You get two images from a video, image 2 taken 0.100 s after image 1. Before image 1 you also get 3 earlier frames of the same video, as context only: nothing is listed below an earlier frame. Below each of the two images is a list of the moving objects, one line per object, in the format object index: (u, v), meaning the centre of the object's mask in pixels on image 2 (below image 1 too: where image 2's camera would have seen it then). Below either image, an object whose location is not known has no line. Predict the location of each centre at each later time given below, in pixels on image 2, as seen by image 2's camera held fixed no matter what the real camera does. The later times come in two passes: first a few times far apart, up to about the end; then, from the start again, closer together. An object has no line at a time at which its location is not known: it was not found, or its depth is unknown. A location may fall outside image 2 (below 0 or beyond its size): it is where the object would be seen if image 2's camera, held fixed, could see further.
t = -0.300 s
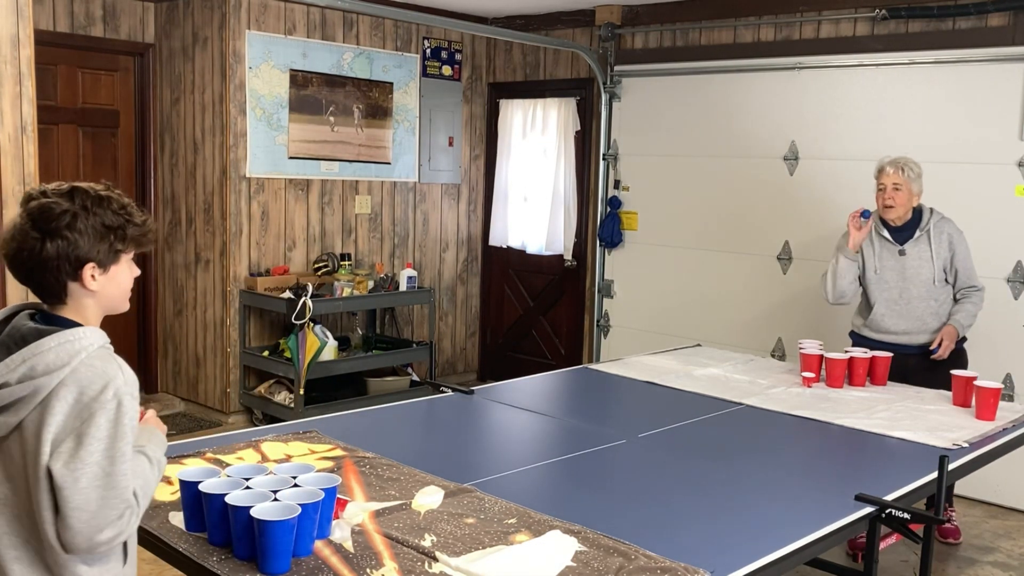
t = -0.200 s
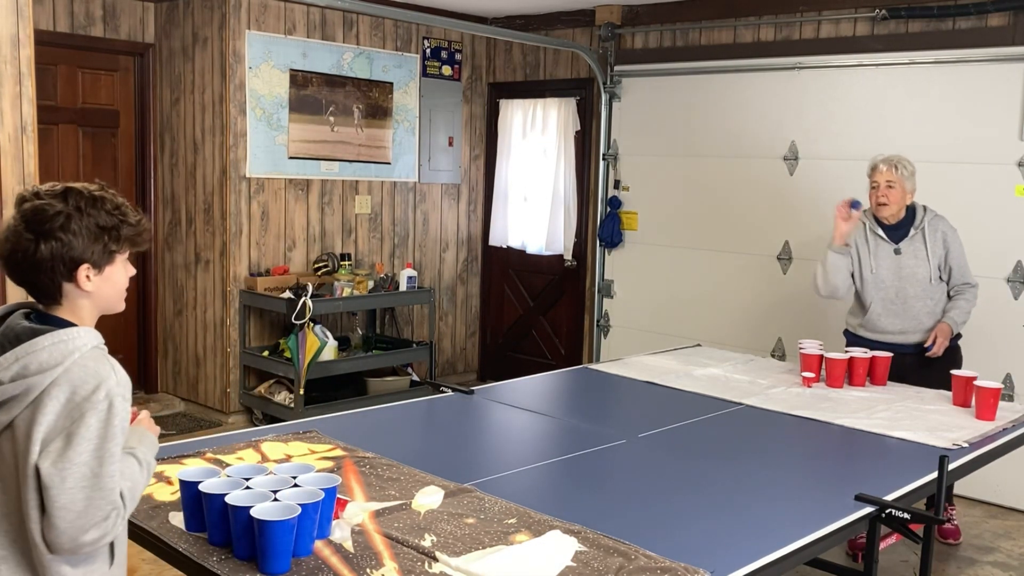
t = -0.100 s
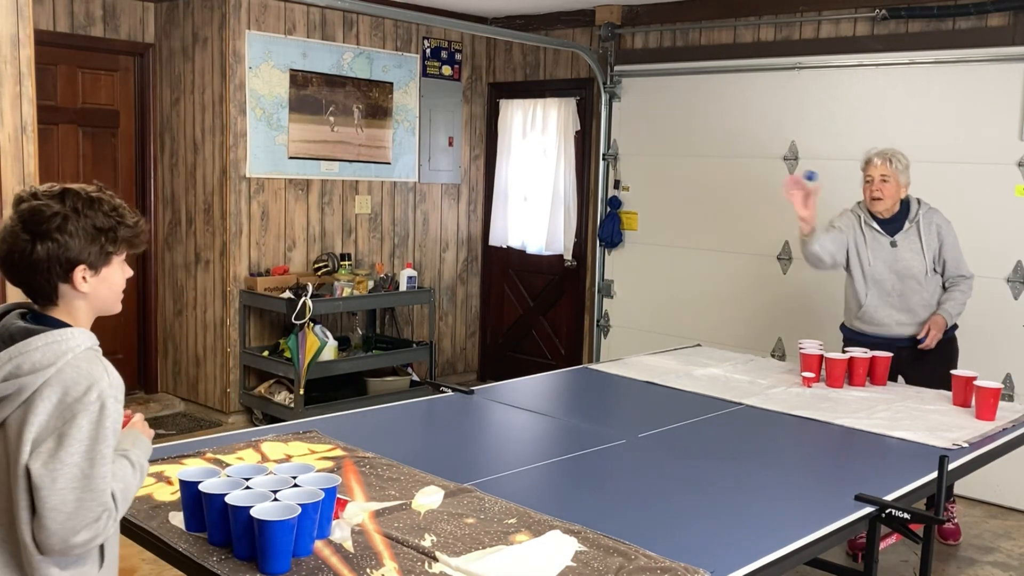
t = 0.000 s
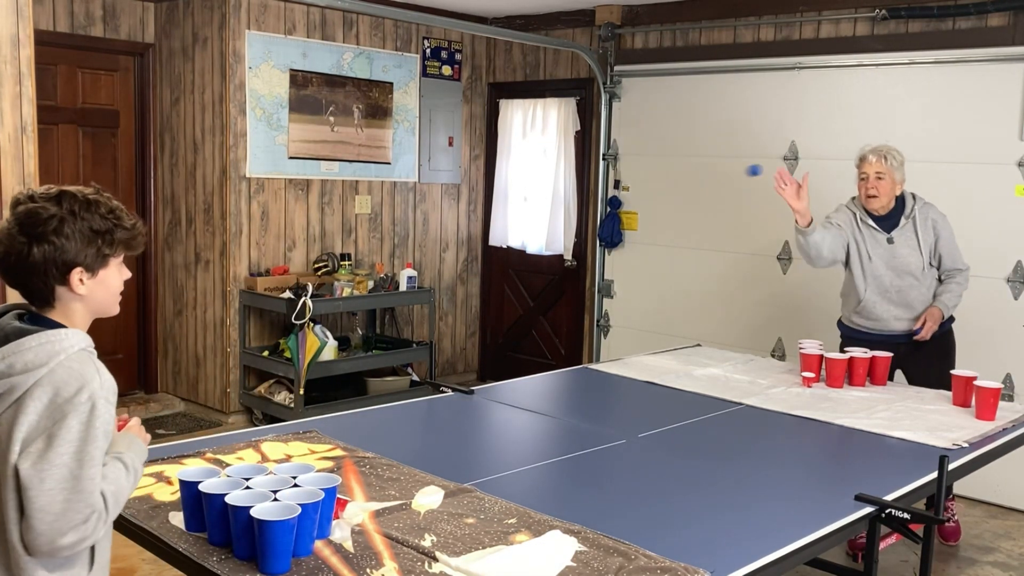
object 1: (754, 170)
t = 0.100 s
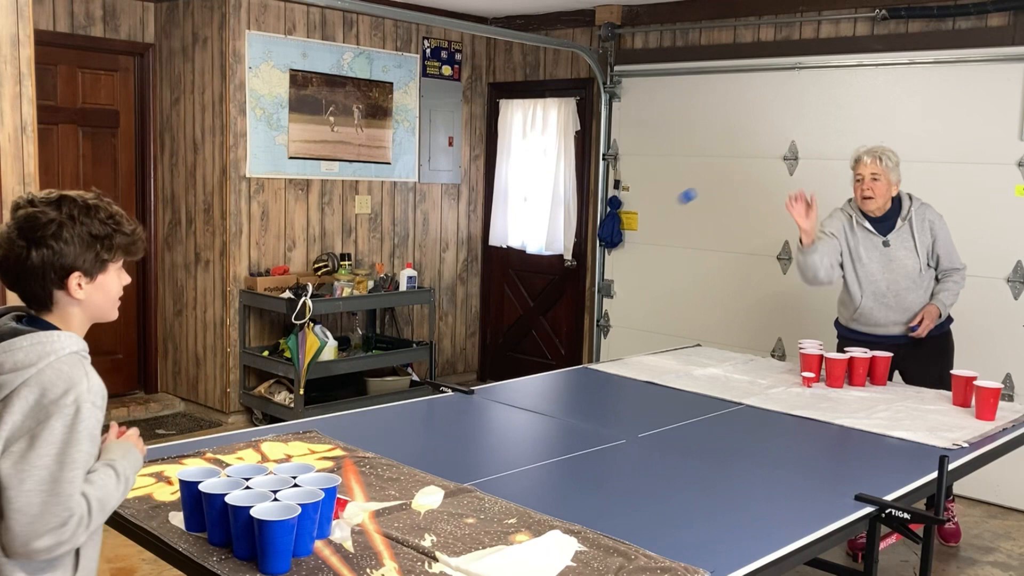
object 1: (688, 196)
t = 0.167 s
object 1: (637, 235)
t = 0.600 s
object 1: (307, 472)
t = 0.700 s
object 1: (293, 489)
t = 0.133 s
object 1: (662, 213)
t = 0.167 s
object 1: (637, 235)
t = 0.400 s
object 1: (423, 476)
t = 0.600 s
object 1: (307, 472)
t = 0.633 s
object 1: (301, 474)
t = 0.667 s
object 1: (297, 478)
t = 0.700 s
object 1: (293, 489)
